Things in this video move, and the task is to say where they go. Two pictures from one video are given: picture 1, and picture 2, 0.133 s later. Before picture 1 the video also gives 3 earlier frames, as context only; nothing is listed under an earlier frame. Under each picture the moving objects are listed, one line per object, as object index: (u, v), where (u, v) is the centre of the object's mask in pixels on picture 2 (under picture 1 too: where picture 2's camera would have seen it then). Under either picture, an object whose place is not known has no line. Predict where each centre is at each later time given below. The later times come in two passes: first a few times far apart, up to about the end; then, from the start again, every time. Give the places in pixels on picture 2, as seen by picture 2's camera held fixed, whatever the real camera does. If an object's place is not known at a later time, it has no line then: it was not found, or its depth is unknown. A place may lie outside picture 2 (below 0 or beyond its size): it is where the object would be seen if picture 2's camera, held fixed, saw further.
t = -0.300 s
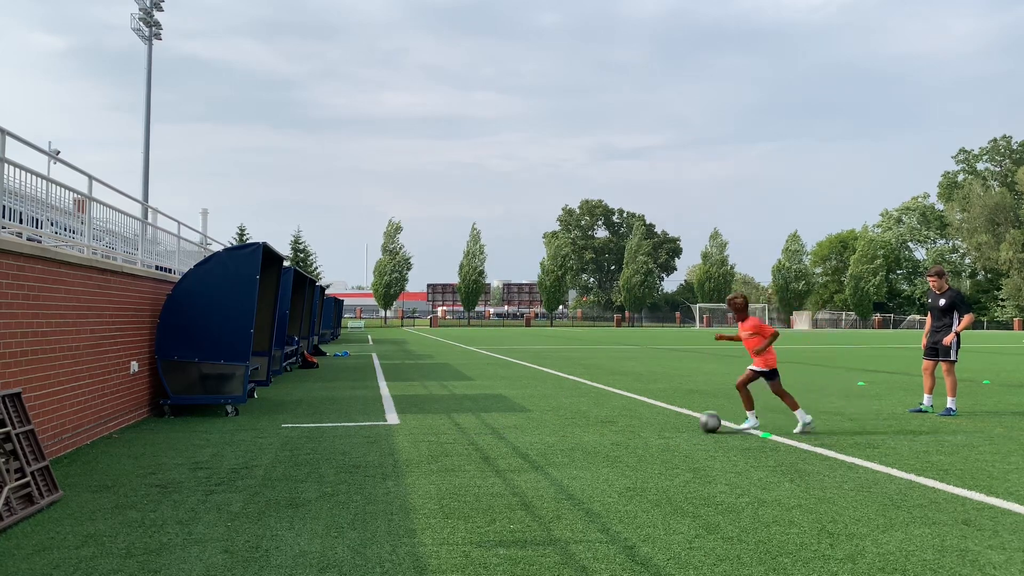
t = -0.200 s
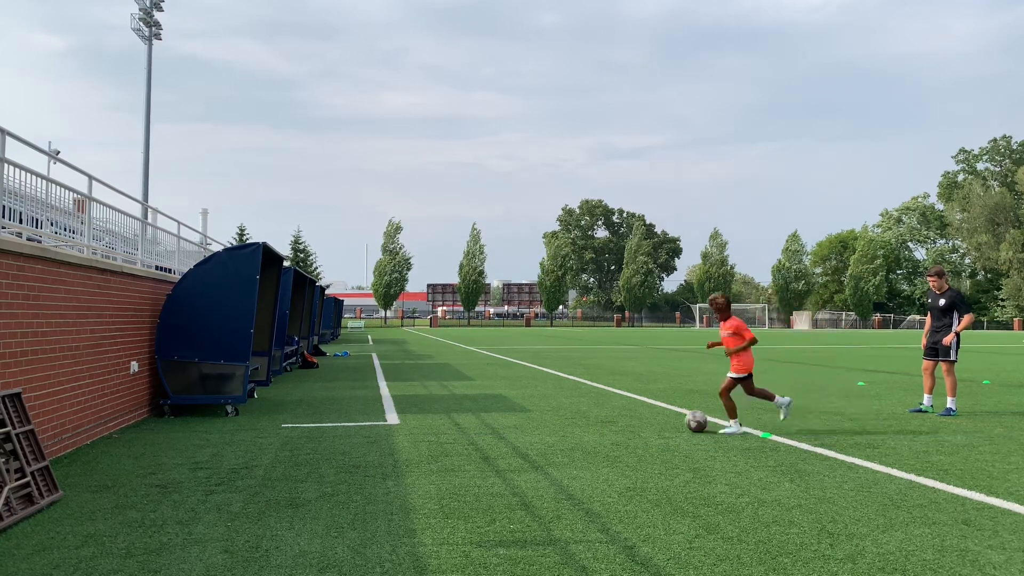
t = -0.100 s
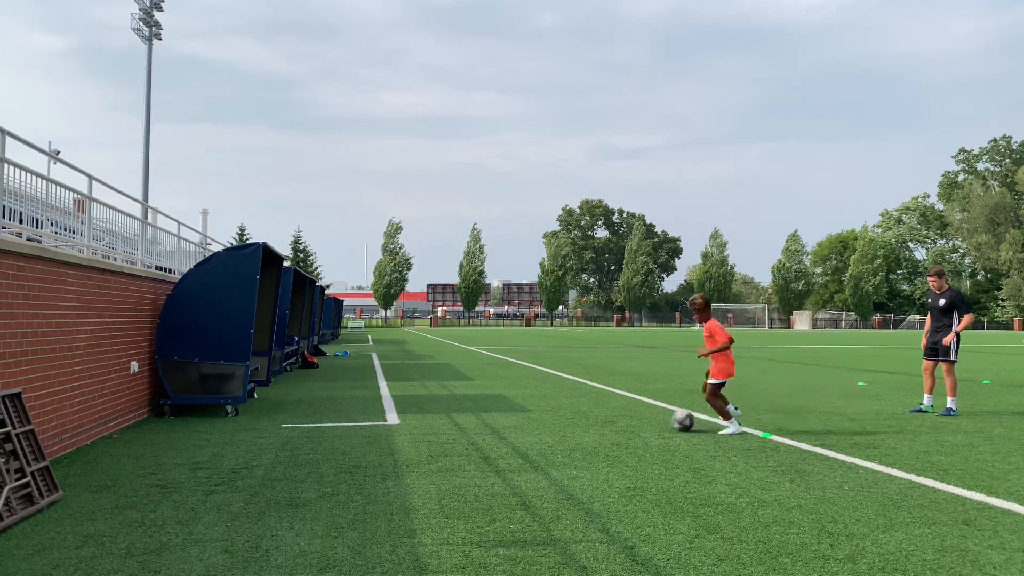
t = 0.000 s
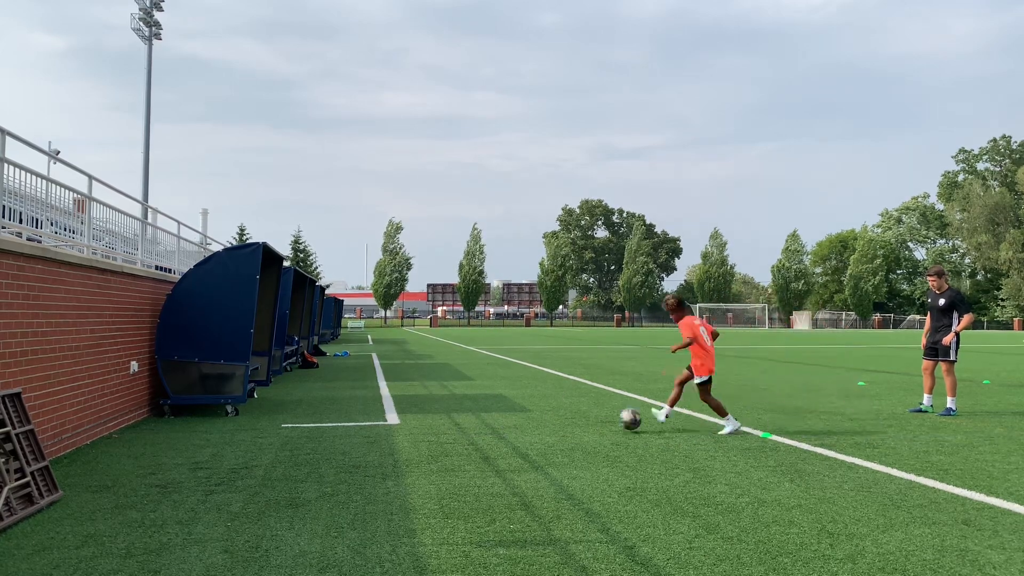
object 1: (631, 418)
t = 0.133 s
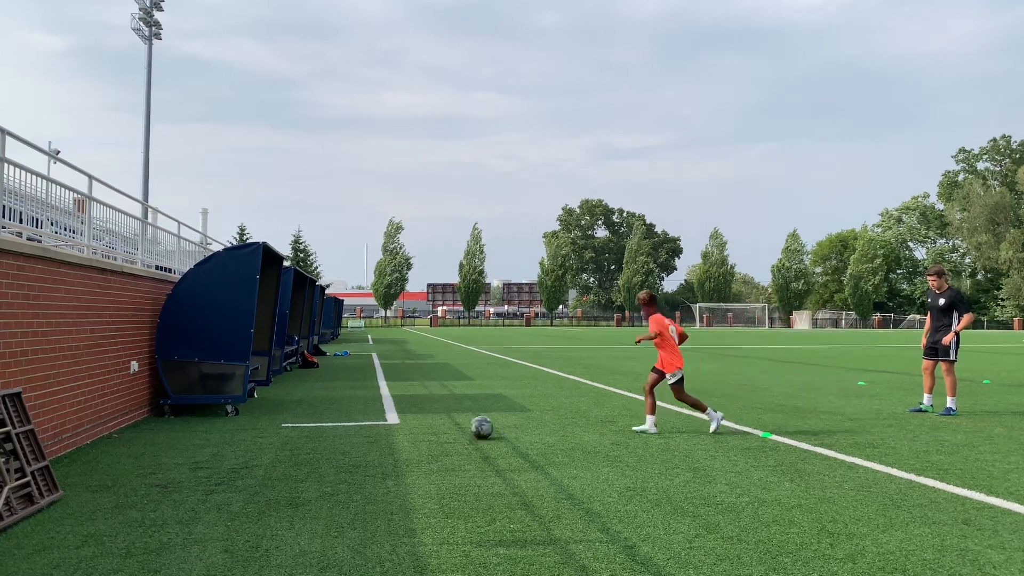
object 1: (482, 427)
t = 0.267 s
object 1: (331, 435)
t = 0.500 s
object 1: (61, 447)
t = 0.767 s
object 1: (282, 443)
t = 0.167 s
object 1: (445, 427)
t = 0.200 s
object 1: (408, 429)
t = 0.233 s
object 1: (370, 431)
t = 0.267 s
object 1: (331, 435)
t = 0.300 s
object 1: (292, 437)
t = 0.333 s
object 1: (255, 437)
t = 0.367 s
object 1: (216, 438)
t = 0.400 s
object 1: (176, 442)
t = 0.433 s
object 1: (137, 446)
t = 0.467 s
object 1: (97, 448)
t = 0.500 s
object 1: (61, 447)
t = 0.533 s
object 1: (87, 442)
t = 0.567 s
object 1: (116, 440)
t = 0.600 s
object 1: (145, 438)
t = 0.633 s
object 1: (175, 438)
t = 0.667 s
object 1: (203, 440)
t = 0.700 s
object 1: (232, 443)
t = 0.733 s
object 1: (260, 447)
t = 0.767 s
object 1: (282, 443)
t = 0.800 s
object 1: (303, 438)
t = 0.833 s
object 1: (323, 436)
